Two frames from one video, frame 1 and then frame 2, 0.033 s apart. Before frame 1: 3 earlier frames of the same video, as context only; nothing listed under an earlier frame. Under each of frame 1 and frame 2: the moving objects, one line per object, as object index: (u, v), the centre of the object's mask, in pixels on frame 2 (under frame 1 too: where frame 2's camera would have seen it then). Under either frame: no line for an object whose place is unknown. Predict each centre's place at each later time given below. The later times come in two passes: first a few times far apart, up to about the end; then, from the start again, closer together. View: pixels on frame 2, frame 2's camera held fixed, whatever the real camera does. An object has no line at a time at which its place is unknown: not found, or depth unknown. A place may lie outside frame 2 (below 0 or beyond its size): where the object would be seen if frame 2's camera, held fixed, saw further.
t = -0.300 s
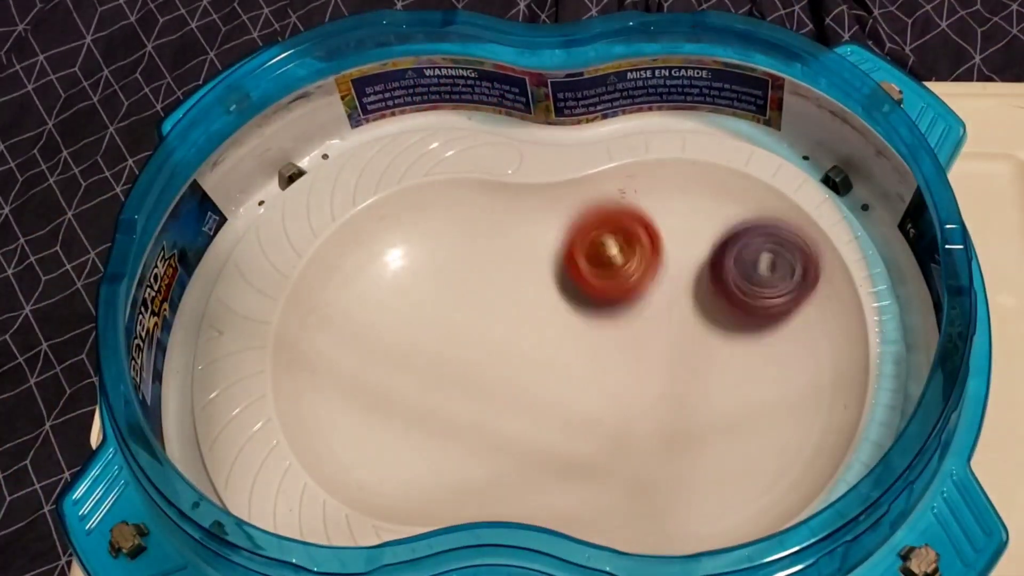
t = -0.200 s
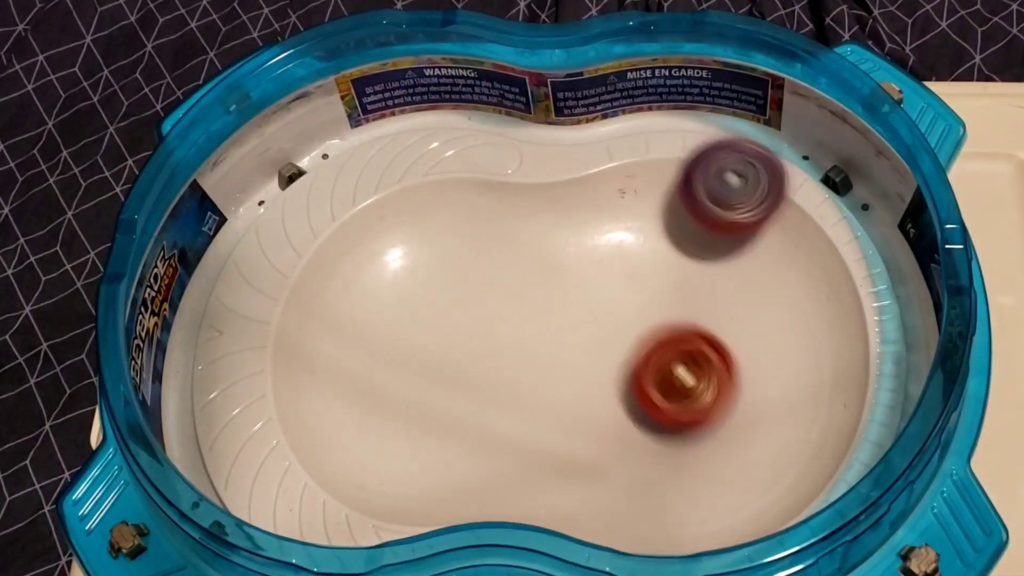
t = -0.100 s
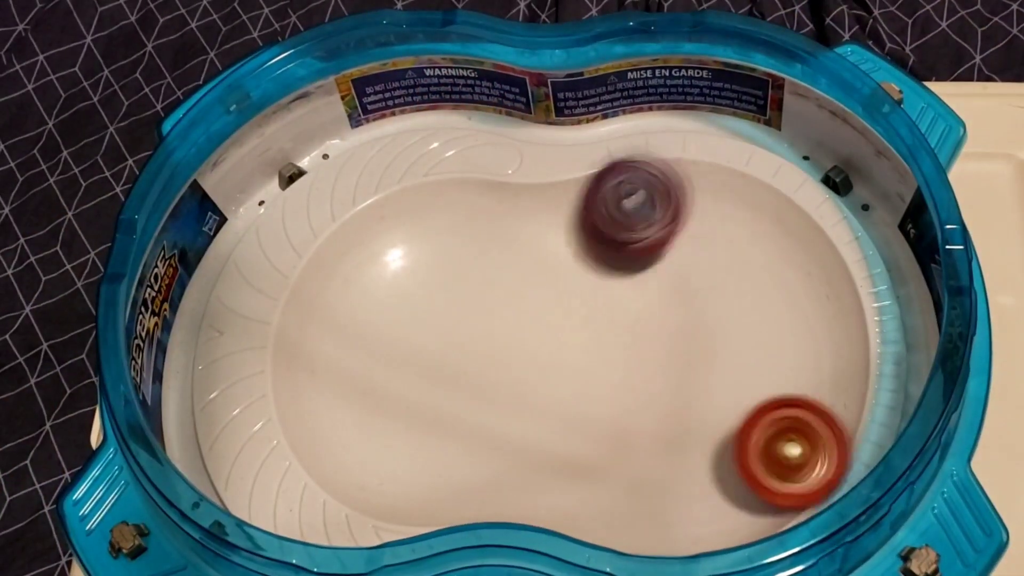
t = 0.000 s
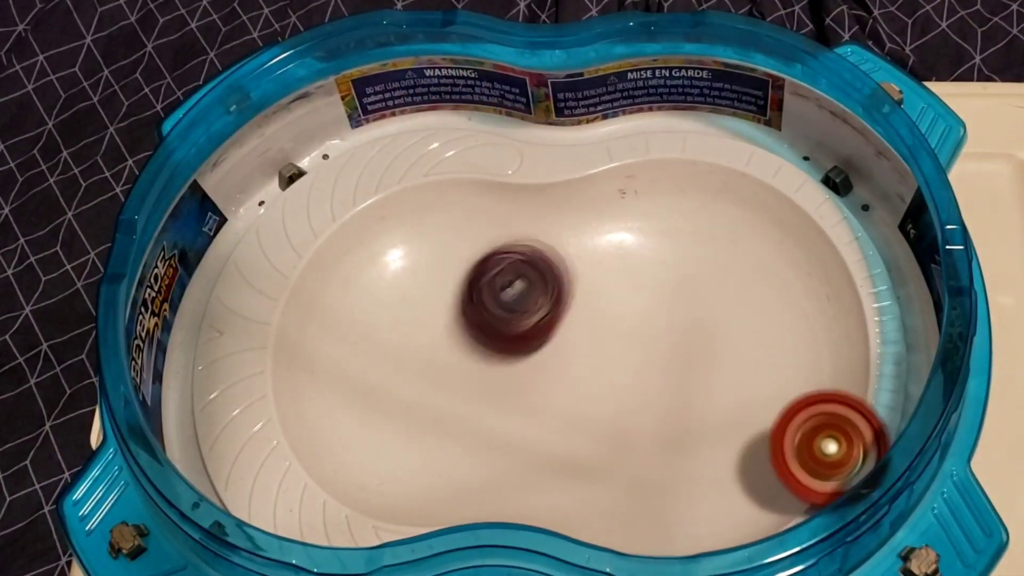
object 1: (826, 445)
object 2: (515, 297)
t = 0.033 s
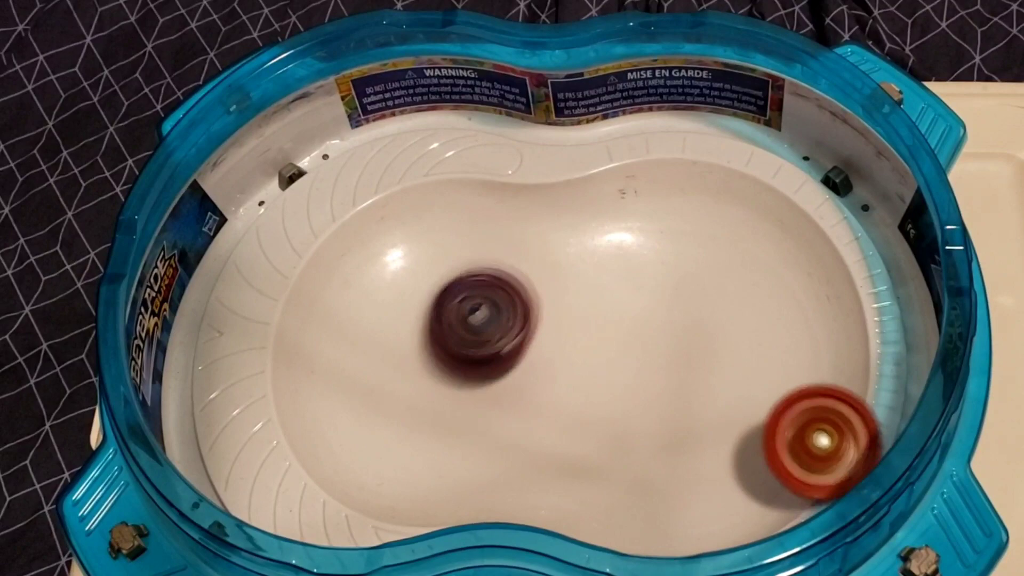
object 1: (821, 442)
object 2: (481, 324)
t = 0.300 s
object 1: (635, 293)
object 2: (480, 447)
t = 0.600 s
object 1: (582, 325)
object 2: (792, 425)
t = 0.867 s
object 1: (764, 340)
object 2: (617, 199)
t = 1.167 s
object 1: (580, 220)
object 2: (252, 479)
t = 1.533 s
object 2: (834, 328)
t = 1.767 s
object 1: (764, 361)
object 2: (736, 134)
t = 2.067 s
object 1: (641, 228)
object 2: (539, 133)
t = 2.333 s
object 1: (640, 510)
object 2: (332, 137)
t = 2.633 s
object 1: (714, 188)
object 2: (207, 284)
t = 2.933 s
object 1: (270, 174)
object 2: (227, 458)
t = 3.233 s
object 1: (195, 415)
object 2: (403, 518)
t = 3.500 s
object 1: (399, 523)
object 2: (630, 505)
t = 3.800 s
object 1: (781, 423)
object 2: (706, 149)
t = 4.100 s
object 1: (577, 137)
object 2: (419, 235)
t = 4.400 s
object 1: (343, 463)
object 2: (520, 479)
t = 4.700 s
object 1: (580, 480)
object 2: (790, 258)
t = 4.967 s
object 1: (698, 263)
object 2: (407, 307)
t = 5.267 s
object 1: (476, 282)
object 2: (520, 465)
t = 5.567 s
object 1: (544, 407)
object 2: (753, 291)
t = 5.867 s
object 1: (807, 345)
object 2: (615, 234)
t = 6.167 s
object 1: (543, 269)
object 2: (529, 403)
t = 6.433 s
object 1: (461, 387)
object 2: (640, 461)
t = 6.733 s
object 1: (613, 447)
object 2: (690, 299)
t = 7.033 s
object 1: (729, 323)
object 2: (628, 248)
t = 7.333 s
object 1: (703, 261)
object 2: (541, 285)
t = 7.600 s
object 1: (678, 375)
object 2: (514, 378)
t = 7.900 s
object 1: (731, 438)
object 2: (562, 423)
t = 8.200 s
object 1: (796, 357)
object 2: (506, 298)
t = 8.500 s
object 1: (645, 315)
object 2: (343, 328)
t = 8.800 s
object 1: (641, 398)
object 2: (430, 428)
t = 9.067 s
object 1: (756, 375)
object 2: (440, 371)
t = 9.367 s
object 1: (692, 303)
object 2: (471, 279)
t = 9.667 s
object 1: (609, 363)
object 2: (487, 334)
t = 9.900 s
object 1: (657, 423)
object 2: (458, 382)
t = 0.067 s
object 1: (805, 434)
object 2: (455, 349)
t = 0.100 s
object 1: (783, 424)
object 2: (437, 372)
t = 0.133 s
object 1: (751, 404)
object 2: (428, 393)
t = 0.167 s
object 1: (719, 379)
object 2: (425, 410)
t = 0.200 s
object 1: (693, 352)
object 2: (430, 425)
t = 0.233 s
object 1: (669, 328)
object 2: (441, 437)
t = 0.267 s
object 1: (650, 307)
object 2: (458, 444)
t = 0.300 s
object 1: (635, 293)
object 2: (480, 447)
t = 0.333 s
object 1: (623, 287)
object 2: (506, 444)
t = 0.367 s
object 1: (612, 289)
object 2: (537, 439)
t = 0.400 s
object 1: (600, 301)
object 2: (571, 431)
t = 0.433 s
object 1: (592, 320)
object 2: (606, 424)
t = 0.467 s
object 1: (587, 315)
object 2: (647, 441)
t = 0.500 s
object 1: (583, 310)
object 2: (689, 455)
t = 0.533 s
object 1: (580, 312)
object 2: (727, 456)
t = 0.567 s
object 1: (579, 317)
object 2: (763, 446)
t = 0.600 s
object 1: (582, 325)
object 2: (792, 425)
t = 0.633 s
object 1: (592, 333)
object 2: (810, 398)
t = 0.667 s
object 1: (608, 343)
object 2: (816, 365)
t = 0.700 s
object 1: (631, 352)
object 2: (809, 333)
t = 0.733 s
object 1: (658, 362)
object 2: (788, 298)
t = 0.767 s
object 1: (687, 367)
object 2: (757, 265)
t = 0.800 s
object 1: (716, 365)
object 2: (716, 235)
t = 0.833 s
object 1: (741, 356)
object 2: (667, 211)
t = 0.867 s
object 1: (764, 340)
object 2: (617, 199)
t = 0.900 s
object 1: (780, 319)
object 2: (567, 196)
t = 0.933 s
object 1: (787, 295)
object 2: (518, 209)
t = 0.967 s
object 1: (785, 269)
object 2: (466, 234)
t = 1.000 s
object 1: (773, 247)
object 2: (410, 262)
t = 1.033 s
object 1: (750, 226)
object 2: (354, 294)
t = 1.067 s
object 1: (718, 211)
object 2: (303, 334)
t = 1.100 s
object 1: (677, 202)
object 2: (278, 377)
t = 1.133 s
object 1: (630, 204)
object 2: (258, 432)
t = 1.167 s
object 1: (580, 220)
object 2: (252, 479)
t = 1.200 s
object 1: (534, 243)
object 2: (288, 493)
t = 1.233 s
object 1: (485, 274)
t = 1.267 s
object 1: (442, 305)
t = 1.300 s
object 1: (406, 338)
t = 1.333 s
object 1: (378, 371)
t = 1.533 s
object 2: (834, 328)
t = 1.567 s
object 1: (484, 475)
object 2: (841, 269)
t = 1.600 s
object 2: (844, 218)
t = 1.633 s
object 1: (572, 446)
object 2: (834, 182)
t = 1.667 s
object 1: (624, 428)
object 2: (803, 163)
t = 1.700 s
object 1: (677, 411)
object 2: (777, 149)
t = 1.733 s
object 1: (724, 391)
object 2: (755, 138)
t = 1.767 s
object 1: (764, 361)
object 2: (736, 134)
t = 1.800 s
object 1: (794, 323)
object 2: (715, 128)
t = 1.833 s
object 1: (811, 280)
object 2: (692, 125)
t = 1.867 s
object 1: (808, 239)
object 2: (671, 121)
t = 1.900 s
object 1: (792, 208)
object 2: (653, 117)
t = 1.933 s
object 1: (767, 184)
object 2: (634, 121)
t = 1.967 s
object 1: (734, 171)
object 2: (618, 126)
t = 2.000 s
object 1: (696, 171)
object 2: (600, 131)
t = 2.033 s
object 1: (663, 190)
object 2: (574, 133)
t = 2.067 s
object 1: (641, 228)
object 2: (539, 133)
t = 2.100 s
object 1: (617, 272)
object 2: (506, 133)
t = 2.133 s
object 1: (593, 319)
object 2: (478, 132)
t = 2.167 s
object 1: (577, 363)
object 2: (452, 132)
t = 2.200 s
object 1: (570, 405)
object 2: (427, 135)
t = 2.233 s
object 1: (572, 443)
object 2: (403, 135)
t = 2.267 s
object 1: (582, 478)
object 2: (381, 137)
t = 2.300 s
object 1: (606, 500)
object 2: (358, 137)
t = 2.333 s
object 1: (640, 510)
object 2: (332, 137)
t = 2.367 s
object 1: (682, 512)
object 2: (312, 150)
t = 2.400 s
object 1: (724, 504)
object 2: (294, 165)
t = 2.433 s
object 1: (763, 484)
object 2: (275, 178)
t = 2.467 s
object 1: (796, 451)
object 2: (263, 194)
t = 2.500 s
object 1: (814, 411)
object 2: (250, 211)
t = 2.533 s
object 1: (813, 359)
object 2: (236, 231)
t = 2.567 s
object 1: (796, 302)
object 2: (224, 247)
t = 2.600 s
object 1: (762, 240)
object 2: (214, 265)
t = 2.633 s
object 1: (714, 188)
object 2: (207, 284)
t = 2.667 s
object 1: (650, 148)
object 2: (200, 306)
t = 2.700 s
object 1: (583, 131)
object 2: (196, 326)
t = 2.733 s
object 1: (519, 129)
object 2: (194, 346)
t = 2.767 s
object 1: (458, 134)
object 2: (191, 367)
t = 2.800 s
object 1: (404, 132)
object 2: (193, 387)
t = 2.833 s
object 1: (358, 131)
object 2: (199, 407)
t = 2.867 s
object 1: (319, 135)
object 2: (208, 428)
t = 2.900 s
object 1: (293, 155)
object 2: (217, 444)
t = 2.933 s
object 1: (270, 174)
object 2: (227, 458)
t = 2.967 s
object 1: (248, 193)
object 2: (241, 474)
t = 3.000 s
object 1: (229, 216)
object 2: (256, 486)
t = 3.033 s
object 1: (213, 242)
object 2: (272, 496)
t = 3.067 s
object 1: (201, 269)
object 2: (293, 507)
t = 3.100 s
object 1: (191, 297)
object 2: (312, 514)
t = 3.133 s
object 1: (185, 327)
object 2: (334, 520)
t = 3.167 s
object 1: (184, 359)
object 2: (355, 521)
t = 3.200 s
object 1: (186, 387)
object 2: (379, 522)
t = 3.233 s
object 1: (195, 415)
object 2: (403, 518)
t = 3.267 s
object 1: (208, 443)
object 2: (429, 513)
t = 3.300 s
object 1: (226, 466)
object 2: (457, 507)
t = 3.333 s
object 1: (247, 486)
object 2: (488, 502)
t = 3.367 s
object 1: (271, 503)
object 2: (519, 501)
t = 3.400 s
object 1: (300, 515)
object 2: (546, 501)
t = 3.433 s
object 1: (330, 523)
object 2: (571, 503)
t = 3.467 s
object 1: (364, 526)
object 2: (599, 504)
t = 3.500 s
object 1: (399, 523)
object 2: (630, 505)
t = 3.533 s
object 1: (441, 515)
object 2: (667, 494)
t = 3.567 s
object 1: (487, 507)
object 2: (709, 462)
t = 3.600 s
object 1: (530, 505)
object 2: (750, 421)
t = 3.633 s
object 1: (568, 506)
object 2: (785, 375)
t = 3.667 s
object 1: (606, 509)
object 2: (804, 324)
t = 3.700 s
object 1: (647, 509)
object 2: (806, 270)
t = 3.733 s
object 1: (689, 499)
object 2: (786, 214)
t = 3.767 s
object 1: (735, 467)
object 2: (752, 175)
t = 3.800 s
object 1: (781, 423)
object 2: (706, 149)
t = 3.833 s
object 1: (817, 362)
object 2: (656, 137)
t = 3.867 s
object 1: (827, 296)
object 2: (611, 128)
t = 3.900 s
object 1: (817, 235)
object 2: (568, 130)
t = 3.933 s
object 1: (784, 180)
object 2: (533, 136)
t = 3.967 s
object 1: (739, 137)
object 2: (506, 141)
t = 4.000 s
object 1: (699, 110)
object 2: (483, 151)
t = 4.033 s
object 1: (653, 118)
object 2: (463, 168)
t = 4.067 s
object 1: (611, 127)
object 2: (444, 193)
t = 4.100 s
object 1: (577, 137)
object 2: (419, 235)
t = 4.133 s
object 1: (546, 152)
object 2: (393, 275)
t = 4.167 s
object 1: (516, 178)
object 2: (370, 315)
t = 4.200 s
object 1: (488, 212)
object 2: (353, 357)
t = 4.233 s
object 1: (451, 254)
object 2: (345, 402)
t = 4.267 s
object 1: (411, 292)
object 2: (349, 444)
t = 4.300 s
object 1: (376, 334)
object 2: (374, 474)
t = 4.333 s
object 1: (349, 379)
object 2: (415, 484)
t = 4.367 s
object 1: (332, 427)
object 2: (464, 481)
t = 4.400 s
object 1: (343, 463)
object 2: (520, 479)
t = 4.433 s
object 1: (371, 486)
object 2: (569, 484)
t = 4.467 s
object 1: (412, 498)
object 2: (626, 482)
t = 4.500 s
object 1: (450, 505)
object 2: (682, 463)
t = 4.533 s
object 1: (483, 510)
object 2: (732, 438)
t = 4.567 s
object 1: (512, 505)
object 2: (768, 409)
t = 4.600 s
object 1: (531, 498)
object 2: (792, 375)
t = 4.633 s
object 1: (546, 491)
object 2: (802, 341)
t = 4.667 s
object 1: (561, 488)
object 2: (804, 299)
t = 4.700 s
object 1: (580, 480)
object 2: (790, 258)
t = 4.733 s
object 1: (610, 455)
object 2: (760, 223)
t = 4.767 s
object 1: (641, 429)
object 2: (717, 199)
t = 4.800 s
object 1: (670, 406)
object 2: (663, 187)
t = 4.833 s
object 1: (690, 381)
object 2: (606, 195)
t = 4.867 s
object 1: (701, 353)
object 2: (550, 214)
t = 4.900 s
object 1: (707, 323)
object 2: (497, 245)
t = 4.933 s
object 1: (705, 293)
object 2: (449, 276)
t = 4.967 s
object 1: (698, 263)
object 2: (407, 307)
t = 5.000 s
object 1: (684, 237)
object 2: (375, 331)
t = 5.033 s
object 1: (664, 217)
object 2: (348, 356)
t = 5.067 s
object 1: (640, 205)
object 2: (329, 387)
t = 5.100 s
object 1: (612, 203)
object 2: (324, 415)
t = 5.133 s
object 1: (582, 212)
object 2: (335, 446)
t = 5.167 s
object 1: (552, 228)
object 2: (368, 467)
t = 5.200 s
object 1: (523, 247)
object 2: (407, 476)
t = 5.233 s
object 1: (497, 265)
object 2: (465, 472)
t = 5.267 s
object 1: (476, 282)
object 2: (520, 465)
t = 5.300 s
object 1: (461, 298)
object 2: (574, 451)
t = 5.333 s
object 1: (453, 312)
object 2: (622, 434)
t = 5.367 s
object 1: (453, 323)
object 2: (661, 421)
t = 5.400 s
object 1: (460, 336)
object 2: (699, 401)
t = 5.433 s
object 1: (471, 350)
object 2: (719, 385)
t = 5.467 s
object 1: (484, 364)
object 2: (739, 359)
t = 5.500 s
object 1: (500, 379)
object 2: (747, 341)
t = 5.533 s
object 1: (520, 394)
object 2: (756, 311)
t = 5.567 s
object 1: (544, 407)
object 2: (753, 291)
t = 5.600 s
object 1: (575, 417)
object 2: (746, 267)
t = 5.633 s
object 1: (611, 429)
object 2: (740, 248)
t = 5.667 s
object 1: (647, 442)
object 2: (722, 234)
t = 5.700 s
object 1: (680, 450)
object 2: (706, 217)
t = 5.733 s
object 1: (716, 447)
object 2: (689, 213)
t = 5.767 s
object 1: (751, 435)
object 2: (667, 213)
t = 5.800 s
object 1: (777, 414)
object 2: (650, 215)
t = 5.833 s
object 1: (797, 383)
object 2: (631, 224)
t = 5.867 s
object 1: (807, 345)
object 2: (615, 234)
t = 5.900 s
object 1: (803, 305)
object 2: (604, 246)
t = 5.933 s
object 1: (783, 268)
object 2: (591, 265)
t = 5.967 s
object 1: (752, 237)
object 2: (582, 279)
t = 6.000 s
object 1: (715, 221)
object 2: (570, 296)
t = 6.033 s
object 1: (674, 217)
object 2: (562, 310)
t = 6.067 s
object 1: (628, 226)
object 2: (559, 324)
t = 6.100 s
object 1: (594, 240)
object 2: (548, 343)
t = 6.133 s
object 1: (569, 253)
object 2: (538, 372)
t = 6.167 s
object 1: (543, 269)
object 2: (529, 403)
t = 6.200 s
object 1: (518, 284)
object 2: (522, 431)
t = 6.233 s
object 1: (497, 299)
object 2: (522, 455)
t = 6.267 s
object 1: (483, 313)
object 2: (528, 473)
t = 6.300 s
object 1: (473, 329)
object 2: (539, 478)
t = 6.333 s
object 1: (466, 343)
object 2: (558, 483)
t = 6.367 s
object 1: (462, 358)
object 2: (584, 485)
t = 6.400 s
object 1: (460, 373)
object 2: (611, 475)
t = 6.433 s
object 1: (461, 387)
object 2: (640, 461)
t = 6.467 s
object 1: (465, 400)
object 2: (665, 441)
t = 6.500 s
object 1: (473, 412)
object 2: (686, 423)
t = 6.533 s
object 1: (485, 421)
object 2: (705, 399)
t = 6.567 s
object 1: (502, 427)
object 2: (712, 382)
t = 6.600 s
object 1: (524, 431)
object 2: (713, 366)
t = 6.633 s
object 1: (548, 434)
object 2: (708, 350)
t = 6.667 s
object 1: (572, 438)
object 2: (701, 335)
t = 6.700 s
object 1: (593, 442)
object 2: (698, 315)
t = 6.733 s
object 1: (613, 447)
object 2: (690, 299)
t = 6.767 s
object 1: (632, 452)
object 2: (686, 288)
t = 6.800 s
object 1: (652, 451)
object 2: (675, 278)
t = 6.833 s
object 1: (672, 445)
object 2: (668, 269)
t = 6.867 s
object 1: (692, 433)
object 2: (659, 258)
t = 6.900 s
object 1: (709, 416)
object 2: (651, 251)
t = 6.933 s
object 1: (722, 395)
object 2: (647, 243)
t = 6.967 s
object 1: (730, 372)
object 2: (638, 244)
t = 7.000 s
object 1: (731, 348)
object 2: (634, 245)
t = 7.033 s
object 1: (729, 323)
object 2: (628, 248)
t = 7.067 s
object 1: (724, 301)
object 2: (625, 254)
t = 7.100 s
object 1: (722, 287)
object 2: (618, 254)
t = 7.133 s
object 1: (727, 278)
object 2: (607, 253)
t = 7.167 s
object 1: (730, 270)
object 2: (598, 253)
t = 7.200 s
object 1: (729, 262)
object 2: (587, 257)
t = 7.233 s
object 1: (726, 256)
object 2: (577, 261)
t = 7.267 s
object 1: (720, 253)
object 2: (563, 270)
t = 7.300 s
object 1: (711, 255)
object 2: (554, 277)
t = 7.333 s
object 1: (703, 261)
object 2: (541, 285)
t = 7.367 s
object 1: (696, 270)
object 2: (536, 295)
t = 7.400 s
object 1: (689, 281)
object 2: (527, 307)
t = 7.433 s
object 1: (684, 295)
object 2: (524, 316)
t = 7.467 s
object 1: (680, 311)
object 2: (520, 329)
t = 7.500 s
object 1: (677, 327)
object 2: (518, 342)
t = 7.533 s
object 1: (677, 342)
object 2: (517, 353)
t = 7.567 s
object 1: (677, 359)
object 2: (515, 366)
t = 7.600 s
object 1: (678, 375)
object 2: (514, 378)
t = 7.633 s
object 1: (681, 390)
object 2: (512, 390)
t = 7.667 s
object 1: (684, 405)
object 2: (514, 399)
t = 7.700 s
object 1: (690, 418)
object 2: (516, 407)
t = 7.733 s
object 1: (696, 429)
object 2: (519, 416)
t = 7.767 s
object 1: (704, 438)
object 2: (525, 419)
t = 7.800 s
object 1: (711, 443)
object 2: (533, 423)
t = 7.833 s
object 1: (720, 445)
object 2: (541, 426)
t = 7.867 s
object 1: (727, 443)
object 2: (552, 425)
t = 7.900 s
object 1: (731, 438)
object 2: (562, 423)
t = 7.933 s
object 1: (732, 430)
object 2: (573, 422)
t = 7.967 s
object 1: (729, 422)
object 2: (584, 419)
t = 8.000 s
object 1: (723, 414)
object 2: (593, 414)
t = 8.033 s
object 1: (716, 407)
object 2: (603, 407)
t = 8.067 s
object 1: (737, 407)
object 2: (583, 386)
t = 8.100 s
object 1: (760, 402)
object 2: (560, 365)
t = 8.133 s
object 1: (777, 391)
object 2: (540, 345)
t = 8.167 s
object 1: (789, 376)
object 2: (524, 324)
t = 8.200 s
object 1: (796, 357)
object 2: (506, 298)
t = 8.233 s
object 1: (795, 336)
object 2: (482, 276)
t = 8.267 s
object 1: (788, 317)
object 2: (456, 256)
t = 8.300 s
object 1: (775, 303)
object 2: (429, 244)
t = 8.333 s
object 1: (757, 295)
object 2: (406, 230)
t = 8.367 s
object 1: (736, 292)
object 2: (379, 231)
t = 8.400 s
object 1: (714, 292)
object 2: (355, 245)
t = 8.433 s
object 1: (691, 296)
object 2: (344, 273)
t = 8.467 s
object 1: (667, 304)
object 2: (338, 300)
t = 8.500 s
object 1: (645, 315)
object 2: (343, 328)
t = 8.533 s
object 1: (623, 326)
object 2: (358, 352)
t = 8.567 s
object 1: (603, 338)
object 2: (380, 372)
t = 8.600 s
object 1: (586, 349)
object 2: (405, 385)
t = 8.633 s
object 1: (569, 359)
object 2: (434, 396)
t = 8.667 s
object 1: (563, 369)
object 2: (449, 407)
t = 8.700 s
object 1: (588, 374)
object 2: (445, 414)
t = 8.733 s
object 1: (607, 383)
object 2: (440, 425)
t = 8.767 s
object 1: (623, 392)
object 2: (428, 430)
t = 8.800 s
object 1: (641, 398)
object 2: (430, 428)
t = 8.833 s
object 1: (658, 404)
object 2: (422, 428)
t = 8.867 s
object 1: (674, 409)
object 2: (420, 425)
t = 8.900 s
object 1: (692, 410)
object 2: (429, 418)
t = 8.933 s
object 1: (709, 407)
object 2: (428, 412)
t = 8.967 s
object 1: (724, 402)
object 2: (430, 406)
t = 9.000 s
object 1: (737, 395)
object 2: (432, 394)
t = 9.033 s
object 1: (747, 386)
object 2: (431, 385)
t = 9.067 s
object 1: (756, 375)
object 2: (440, 371)
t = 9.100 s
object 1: (760, 363)
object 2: (438, 352)
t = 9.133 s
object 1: (761, 351)
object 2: (445, 343)
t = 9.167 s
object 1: (759, 341)
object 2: (447, 329)
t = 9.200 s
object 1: (753, 330)
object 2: (447, 318)
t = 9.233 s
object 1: (745, 320)
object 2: (456, 304)
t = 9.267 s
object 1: (734, 313)
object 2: (456, 296)
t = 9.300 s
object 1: (721, 308)
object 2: (465, 286)
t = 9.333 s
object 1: (707, 305)
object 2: (466, 284)
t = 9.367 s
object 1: (692, 303)
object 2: (471, 279)
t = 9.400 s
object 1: (676, 303)
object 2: (475, 280)
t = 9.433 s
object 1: (659, 307)
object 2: (475, 283)
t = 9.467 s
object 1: (644, 312)
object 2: (478, 288)
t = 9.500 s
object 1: (629, 317)
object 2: (483, 293)
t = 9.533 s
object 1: (614, 322)
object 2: (488, 303)
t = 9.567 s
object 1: (604, 329)
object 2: (497, 309)
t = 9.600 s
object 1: (607, 342)
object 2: (490, 315)
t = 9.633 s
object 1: (608, 352)
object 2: (493, 317)
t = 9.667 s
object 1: (609, 363)
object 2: (487, 334)
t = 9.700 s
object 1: (612, 372)
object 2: (479, 336)
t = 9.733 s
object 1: (616, 382)
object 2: (472, 346)
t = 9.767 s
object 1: (621, 391)
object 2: (471, 350)
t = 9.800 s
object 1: (628, 400)
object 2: (472, 363)
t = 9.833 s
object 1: (637, 408)
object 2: (465, 372)
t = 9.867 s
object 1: (647, 416)
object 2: (461, 379)
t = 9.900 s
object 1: (657, 423)
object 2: (458, 382)
